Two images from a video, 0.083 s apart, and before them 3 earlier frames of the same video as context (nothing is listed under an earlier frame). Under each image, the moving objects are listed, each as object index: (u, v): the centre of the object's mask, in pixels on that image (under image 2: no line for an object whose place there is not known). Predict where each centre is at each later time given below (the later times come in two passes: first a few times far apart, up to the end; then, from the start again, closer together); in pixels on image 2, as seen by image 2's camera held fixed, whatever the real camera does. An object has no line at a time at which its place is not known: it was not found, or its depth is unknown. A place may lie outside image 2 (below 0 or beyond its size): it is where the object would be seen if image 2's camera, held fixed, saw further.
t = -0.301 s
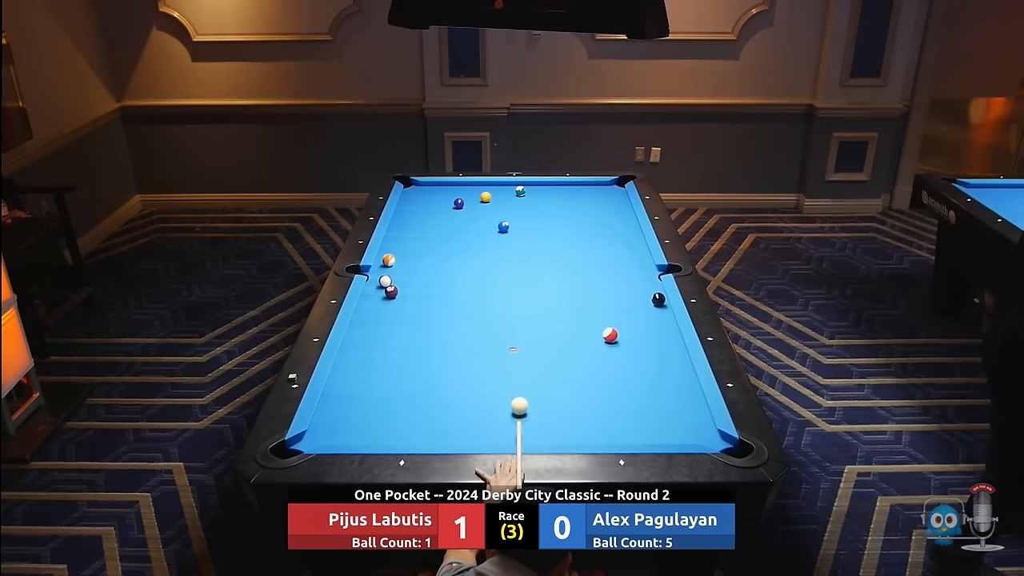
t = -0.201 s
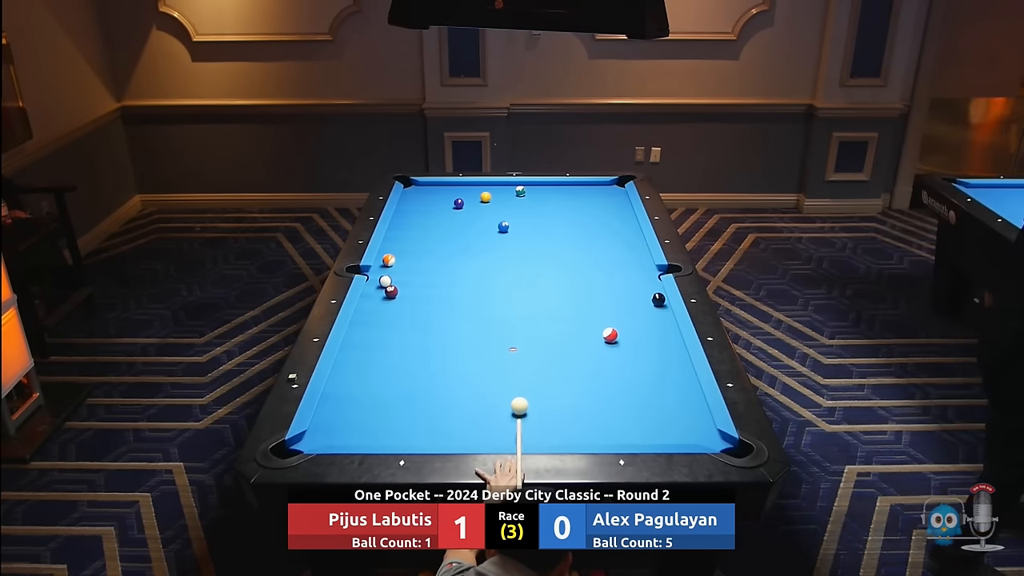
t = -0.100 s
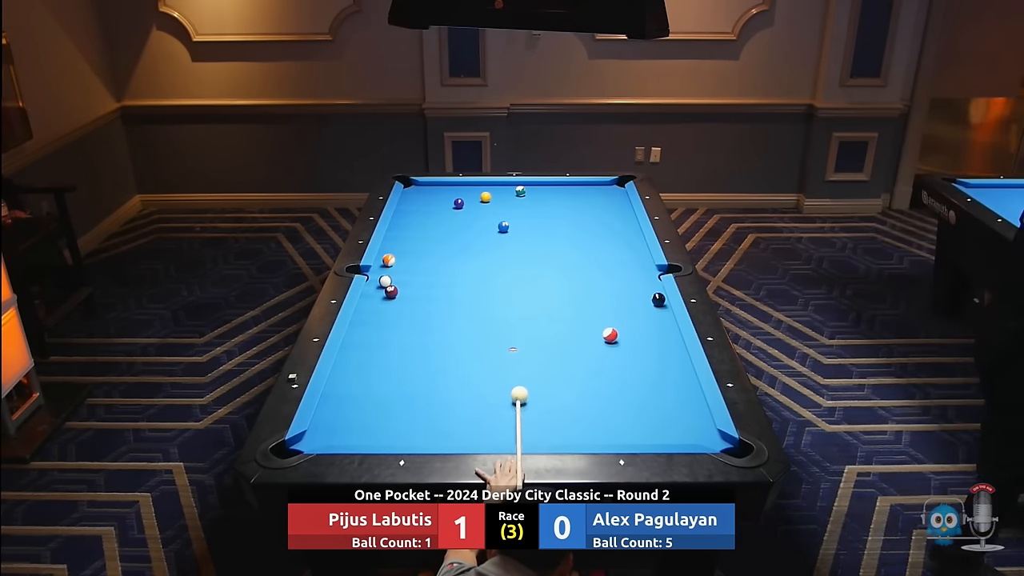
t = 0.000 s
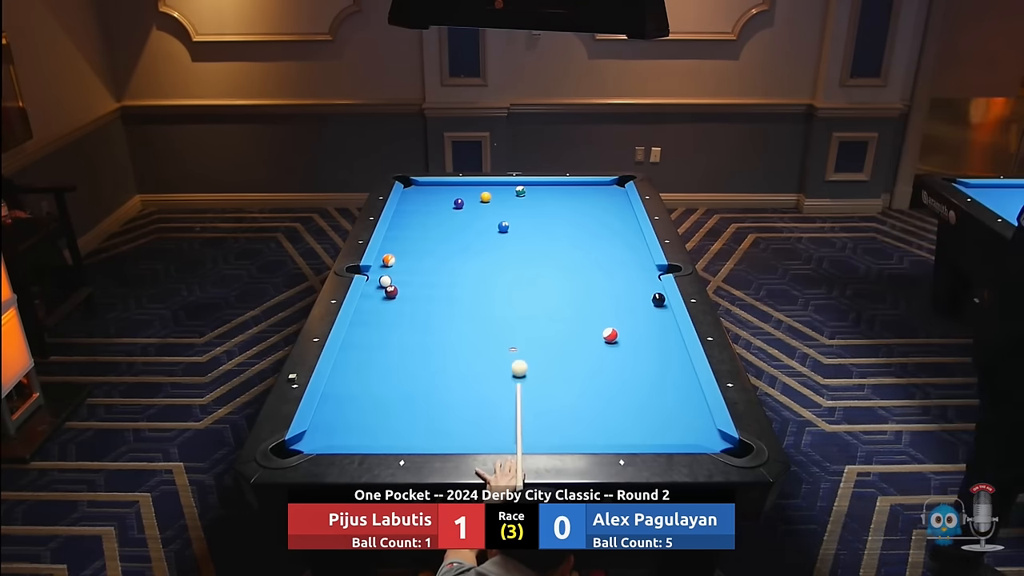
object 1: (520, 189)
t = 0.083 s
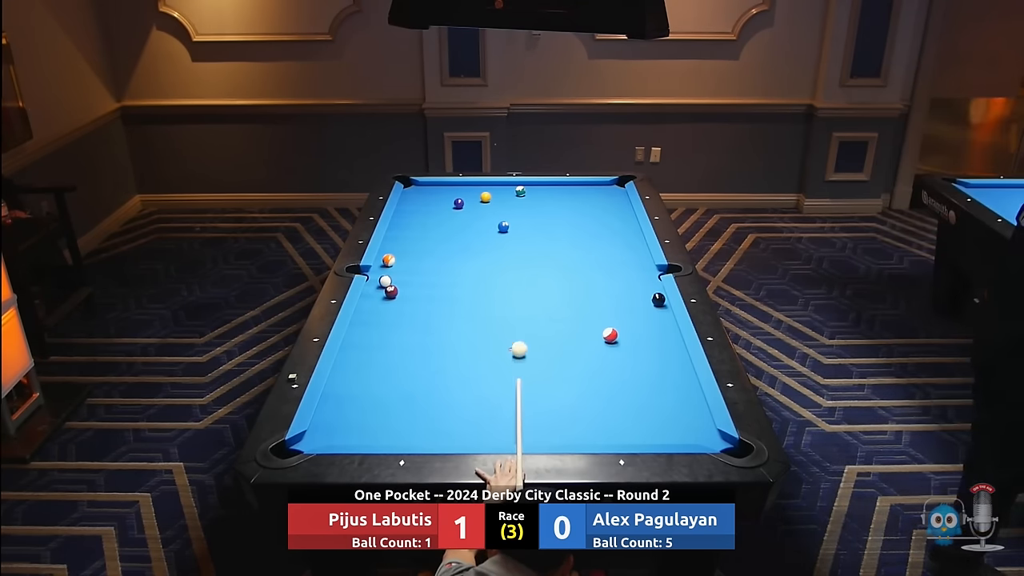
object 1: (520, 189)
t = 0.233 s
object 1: (520, 189)
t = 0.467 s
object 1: (520, 189)
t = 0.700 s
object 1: (520, 189)
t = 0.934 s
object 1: (520, 189)
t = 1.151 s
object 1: (520, 189)
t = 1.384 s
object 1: (529, 185)
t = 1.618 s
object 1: (535, 193)
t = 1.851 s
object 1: (541, 203)
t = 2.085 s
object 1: (547, 211)
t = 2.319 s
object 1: (553, 220)
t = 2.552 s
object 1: (559, 230)
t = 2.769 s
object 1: (565, 239)
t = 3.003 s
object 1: (571, 248)
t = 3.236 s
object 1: (578, 259)
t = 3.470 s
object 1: (585, 268)
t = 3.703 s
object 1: (591, 277)
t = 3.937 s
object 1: (597, 287)
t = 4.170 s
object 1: (604, 297)
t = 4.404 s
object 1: (610, 307)
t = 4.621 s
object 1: (616, 317)
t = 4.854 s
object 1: (622, 327)
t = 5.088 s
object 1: (627, 337)
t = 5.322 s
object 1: (633, 347)
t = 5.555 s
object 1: (639, 356)
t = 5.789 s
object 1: (645, 365)
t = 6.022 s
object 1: (650, 374)
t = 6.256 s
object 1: (656, 383)
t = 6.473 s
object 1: (660, 389)
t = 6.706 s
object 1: (665, 398)
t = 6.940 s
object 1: (669, 404)
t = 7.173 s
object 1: (673, 410)
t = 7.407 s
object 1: (677, 416)
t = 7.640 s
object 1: (681, 420)
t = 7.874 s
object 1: (684, 424)
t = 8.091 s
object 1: (686, 428)
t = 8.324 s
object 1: (688, 430)
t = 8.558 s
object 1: (689, 431)
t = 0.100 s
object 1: (520, 189)
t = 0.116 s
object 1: (520, 189)
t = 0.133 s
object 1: (520, 189)
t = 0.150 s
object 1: (520, 189)
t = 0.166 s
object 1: (520, 189)
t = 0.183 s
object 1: (520, 189)
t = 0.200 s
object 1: (520, 189)
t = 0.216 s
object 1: (520, 189)
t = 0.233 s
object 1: (520, 189)
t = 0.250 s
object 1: (520, 189)
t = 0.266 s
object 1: (520, 189)
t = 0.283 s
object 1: (520, 189)
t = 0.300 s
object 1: (520, 189)
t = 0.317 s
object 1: (520, 189)
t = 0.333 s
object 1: (520, 189)
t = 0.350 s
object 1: (520, 189)
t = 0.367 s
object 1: (520, 189)
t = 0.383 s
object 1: (520, 189)
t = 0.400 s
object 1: (520, 189)
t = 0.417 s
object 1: (520, 189)
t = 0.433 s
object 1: (520, 189)
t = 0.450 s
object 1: (520, 189)
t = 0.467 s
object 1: (520, 189)
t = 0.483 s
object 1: (520, 189)
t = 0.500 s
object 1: (520, 189)
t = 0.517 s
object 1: (520, 189)
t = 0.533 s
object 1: (520, 189)
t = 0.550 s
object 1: (520, 189)
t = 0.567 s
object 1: (520, 189)
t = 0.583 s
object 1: (520, 189)
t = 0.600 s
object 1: (520, 189)
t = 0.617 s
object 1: (520, 189)
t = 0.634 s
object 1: (520, 189)
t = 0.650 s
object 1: (520, 189)
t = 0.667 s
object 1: (520, 189)
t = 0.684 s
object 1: (520, 189)
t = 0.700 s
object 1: (520, 189)
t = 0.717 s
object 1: (520, 189)
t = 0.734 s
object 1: (520, 189)
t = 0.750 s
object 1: (520, 189)
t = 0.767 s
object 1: (520, 189)
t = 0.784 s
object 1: (520, 189)
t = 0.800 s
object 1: (520, 189)
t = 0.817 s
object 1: (520, 189)
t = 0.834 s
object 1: (520, 189)
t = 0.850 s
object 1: (520, 189)
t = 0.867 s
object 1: (520, 189)
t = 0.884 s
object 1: (520, 189)
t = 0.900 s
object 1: (520, 189)
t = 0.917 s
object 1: (520, 189)
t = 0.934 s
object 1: (520, 189)
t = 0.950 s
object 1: (520, 189)
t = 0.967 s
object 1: (520, 189)
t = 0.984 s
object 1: (520, 189)
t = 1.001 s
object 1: (520, 189)
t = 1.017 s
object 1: (520, 189)
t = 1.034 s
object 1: (520, 190)
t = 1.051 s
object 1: (520, 189)
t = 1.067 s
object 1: (520, 189)
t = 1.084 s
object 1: (520, 189)
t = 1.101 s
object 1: (520, 189)
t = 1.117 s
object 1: (520, 189)
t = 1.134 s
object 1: (520, 189)
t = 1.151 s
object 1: (520, 189)
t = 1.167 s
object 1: (521, 188)
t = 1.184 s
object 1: (521, 188)
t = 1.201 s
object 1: (521, 188)
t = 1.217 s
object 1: (522, 188)
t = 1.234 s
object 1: (522, 187)
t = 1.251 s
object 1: (523, 187)
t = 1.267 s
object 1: (524, 186)
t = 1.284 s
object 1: (525, 185)
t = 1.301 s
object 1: (526, 184)
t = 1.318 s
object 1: (527, 183)
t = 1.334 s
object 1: (527, 183)
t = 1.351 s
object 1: (528, 183)
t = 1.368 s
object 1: (528, 184)
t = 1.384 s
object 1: (529, 185)
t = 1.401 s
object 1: (530, 185)
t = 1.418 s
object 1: (530, 186)
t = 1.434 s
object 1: (531, 187)
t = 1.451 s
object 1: (531, 188)
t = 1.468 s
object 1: (531, 188)
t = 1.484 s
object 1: (531, 188)
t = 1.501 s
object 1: (532, 189)
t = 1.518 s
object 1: (532, 189)
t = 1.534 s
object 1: (533, 190)
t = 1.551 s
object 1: (533, 191)
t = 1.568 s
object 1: (534, 192)
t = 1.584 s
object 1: (534, 193)
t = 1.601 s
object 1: (535, 193)
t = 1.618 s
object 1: (535, 193)
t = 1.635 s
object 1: (535, 194)
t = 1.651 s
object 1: (536, 194)
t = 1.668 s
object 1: (536, 195)
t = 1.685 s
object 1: (537, 196)
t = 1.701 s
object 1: (538, 197)
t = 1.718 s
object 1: (538, 197)
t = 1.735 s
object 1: (538, 198)
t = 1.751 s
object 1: (538, 198)
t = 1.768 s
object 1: (539, 198)
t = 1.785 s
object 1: (539, 199)
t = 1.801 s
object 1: (539, 200)
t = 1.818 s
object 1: (540, 201)
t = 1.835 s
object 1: (540, 202)
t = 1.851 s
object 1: (541, 203)
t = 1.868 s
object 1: (541, 203)
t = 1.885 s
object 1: (542, 203)
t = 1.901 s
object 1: (542, 204)
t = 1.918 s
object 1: (543, 204)
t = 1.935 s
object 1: (543, 205)
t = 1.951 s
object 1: (544, 206)
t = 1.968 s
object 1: (544, 207)
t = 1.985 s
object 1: (544, 208)
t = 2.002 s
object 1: (545, 208)
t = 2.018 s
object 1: (545, 208)
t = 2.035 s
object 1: (546, 209)
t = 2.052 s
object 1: (546, 210)
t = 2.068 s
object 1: (546, 211)
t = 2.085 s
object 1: (547, 211)
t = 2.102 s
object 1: (547, 212)
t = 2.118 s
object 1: (548, 213)
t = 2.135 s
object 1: (548, 214)
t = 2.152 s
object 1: (549, 214)
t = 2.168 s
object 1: (549, 214)
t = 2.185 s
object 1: (550, 215)
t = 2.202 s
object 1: (550, 215)
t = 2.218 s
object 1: (551, 216)
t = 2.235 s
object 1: (551, 217)
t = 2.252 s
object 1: (552, 218)
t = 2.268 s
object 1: (552, 219)
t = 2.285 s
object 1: (552, 220)
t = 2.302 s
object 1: (552, 220)
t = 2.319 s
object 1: (553, 220)
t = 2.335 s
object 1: (553, 221)
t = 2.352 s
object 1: (554, 222)
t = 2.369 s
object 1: (554, 222)
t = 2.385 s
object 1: (555, 223)
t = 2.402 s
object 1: (555, 224)
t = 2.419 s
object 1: (556, 225)
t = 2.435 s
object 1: (556, 225)
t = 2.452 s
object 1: (556, 226)
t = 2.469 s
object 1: (557, 226)
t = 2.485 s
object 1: (557, 227)
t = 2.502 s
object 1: (558, 227)
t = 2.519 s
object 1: (558, 228)
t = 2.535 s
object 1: (559, 229)
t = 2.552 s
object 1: (559, 230)
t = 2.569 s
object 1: (560, 231)
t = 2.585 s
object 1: (560, 231)
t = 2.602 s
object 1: (561, 232)
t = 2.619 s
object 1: (561, 232)
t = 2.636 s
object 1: (561, 233)
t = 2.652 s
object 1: (562, 233)
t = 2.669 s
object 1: (562, 234)
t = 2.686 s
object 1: (562, 235)
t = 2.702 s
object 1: (563, 236)
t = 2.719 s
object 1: (563, 237)
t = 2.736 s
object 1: (564, 238)
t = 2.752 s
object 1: (564, 238)
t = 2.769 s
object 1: (565, 239)
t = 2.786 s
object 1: (565, 239)
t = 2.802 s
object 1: (566, 240)
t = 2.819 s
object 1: (566, 240)
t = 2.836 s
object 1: (567, 241)
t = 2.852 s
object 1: (567, 241)
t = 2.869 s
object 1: (568, 242)
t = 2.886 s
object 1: (568, 243)
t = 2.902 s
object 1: (569, 244)
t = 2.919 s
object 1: (569, 245)
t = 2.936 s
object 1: (569, 245)
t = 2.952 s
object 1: (570, 246)
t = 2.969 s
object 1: (570, 247)
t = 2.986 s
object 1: (571, 248)
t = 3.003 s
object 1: (571, 248)
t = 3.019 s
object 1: (572, 249)
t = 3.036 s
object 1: (572, 250)
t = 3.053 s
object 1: (573, 251)
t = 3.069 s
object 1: (574, 252)
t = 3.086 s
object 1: (574, 252)
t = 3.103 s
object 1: (574, 253)
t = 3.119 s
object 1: (575, 253)
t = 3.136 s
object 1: (575, 254)
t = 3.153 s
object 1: (576, 254)
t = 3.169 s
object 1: (576, 255)
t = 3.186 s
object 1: (577, 256)
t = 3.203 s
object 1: (578, 257)
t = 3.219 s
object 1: (578, 258)
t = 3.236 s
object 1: (578, 259)
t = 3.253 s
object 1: (579, 259)
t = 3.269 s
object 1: (579, 260)
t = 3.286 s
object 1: (579, 261)
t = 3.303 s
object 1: (580, 261)
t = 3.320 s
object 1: (580, 262)
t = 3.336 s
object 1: (581, 262)
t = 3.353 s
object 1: (581, 263)
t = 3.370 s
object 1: (582, 264)
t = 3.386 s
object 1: (582, 265)
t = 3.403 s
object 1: (583, 266)
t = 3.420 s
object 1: (583, 266)
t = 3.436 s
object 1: (584, 267)
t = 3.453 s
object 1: (584, 268)
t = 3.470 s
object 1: (585, 268)
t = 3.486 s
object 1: (585, 269)
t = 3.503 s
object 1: (586, 269)
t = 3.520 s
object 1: (586, 270)
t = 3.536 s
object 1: (587, 271)
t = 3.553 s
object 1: (587, 271)
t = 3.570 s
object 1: (588, 272)
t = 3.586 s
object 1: (588, 273)
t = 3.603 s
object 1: (589, 274)
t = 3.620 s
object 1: (589, 275)
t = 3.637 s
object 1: (589, 276)
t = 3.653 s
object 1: (590, 276)
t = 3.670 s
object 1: (590, 277)
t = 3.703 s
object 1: (591, 277)
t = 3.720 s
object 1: (591, 278)
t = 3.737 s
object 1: (592, 278)
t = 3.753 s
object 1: (592, 279)
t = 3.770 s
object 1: (593, 280)
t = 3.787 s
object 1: (593, 281)
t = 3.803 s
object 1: (594, 282)
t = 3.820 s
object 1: (594, 283)
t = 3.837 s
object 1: (594, 284)
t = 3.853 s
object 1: (595, 284)
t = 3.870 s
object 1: (595, 285)
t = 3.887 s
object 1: (596, 285)
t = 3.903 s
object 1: (596, 286)
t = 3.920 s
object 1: (597, 287)
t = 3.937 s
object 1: (597, 287)
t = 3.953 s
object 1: (598, 288)
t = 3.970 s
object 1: (598, 289)
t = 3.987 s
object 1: (599, 290)
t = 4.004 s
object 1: (599, 290)
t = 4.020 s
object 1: (600, 291)
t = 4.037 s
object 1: (600, 292)
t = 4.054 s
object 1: (601, 293)
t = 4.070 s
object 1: (601, 294)
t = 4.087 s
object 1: (601, 294)
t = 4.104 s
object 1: (602, 295)
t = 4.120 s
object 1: (602, 295)
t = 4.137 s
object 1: (603, 296)
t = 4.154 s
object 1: (603, 297)
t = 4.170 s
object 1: (604, 297)
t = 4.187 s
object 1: (604, 298)
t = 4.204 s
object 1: (605, 299)
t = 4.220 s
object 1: (605, 300)
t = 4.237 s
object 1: (606, 301)
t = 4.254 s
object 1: (606, 302)
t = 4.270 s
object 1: (607, 302)
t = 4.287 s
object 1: (607, 303)
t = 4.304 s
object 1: (607, 304)
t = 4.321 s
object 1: (608, 304)
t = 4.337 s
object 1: (608, 305)
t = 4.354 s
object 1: (609, 305)
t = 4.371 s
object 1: (609, 306)
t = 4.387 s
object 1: (610, 307)
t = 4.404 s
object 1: (610, 307)
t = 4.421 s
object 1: (611, 308)
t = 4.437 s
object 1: (611, 309)
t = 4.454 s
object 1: (612, 310)
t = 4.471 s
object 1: (612, 311)
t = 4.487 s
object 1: (612, 312)
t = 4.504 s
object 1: (613, 312)
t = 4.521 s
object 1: (613, 313)
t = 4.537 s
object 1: (614, 313)
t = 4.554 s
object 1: (614, 314)
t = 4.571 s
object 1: (615, 315)
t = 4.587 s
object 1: (615, 315)
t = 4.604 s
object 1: (615, 316)
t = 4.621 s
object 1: (616, 317)
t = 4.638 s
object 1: (616, 317)
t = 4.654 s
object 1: (617, 318)
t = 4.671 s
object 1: (617, 319)
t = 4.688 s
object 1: (618, 320)
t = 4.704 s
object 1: (618, 321)
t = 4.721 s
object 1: (619, 321)
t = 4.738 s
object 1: (619, 322)
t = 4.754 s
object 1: (620, 323)
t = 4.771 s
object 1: (620, 324)
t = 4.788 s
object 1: (621, 325)
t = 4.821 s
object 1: (621, 325)
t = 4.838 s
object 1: (621, 326)
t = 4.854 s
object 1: (622, 327)
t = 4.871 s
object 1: (622, 327)
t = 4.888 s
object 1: (623, 328)
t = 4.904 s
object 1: (623, 329)
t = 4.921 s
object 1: (624, 330)
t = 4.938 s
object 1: (624, 331)
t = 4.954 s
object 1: (625, 331)
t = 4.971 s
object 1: (625, 332)
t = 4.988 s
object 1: (625, 333)
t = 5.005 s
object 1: (625, 333)
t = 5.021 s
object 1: (626, 334)
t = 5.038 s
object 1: (626, 335)
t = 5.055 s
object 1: (626, 335)
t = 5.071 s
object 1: (627, 336)
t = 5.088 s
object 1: (627, 337)
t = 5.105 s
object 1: (628, 338)
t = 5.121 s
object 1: (628, 338)
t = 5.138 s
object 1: (628, 339)
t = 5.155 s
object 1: (629, 340)
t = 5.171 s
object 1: (629, 340)
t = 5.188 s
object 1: (630, 341)
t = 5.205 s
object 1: (630, 342)
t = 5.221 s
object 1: (631, 343)
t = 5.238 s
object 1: (631, 344)
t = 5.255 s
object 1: (632, 344)
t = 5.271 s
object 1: (632, 345)
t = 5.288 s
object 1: (632, 346)
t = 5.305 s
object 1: (633, 346)
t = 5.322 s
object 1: (633, 347)
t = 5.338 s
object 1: (634, 348)
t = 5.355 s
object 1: (634, 348)
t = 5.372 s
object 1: (635, 349)
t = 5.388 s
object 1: (635, 349)
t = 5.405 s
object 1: (635, 350)
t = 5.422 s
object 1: (636, 351)
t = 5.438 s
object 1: (636, 351)
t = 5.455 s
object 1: (637, 352)
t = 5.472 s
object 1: (637, 352)
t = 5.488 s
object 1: (638, 353)
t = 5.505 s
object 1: (638, 354)
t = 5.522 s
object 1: (639, 355)
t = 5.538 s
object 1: (639, 356)
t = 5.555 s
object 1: (639, 356)
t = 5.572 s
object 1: (640, 357)
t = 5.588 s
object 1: (640, 358)
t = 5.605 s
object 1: (641, 358)
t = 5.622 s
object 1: (641, 359)
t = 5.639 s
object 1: (641, 359)
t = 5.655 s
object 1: (642, 360)
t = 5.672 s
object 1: (642, 361)
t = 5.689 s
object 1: (642, 361)
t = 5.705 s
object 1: (643, 362)
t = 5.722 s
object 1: (643, 362)
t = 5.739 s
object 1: (643, 363)
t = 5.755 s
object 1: (644, 364)
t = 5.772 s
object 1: (645, 364)
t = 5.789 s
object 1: (645, 365)
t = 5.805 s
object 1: (645, 366)
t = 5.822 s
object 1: (646, 366)
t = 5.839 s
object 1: (646, 367)
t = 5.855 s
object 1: (647, 368)
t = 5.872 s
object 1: (647, 369)
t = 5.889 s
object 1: (647, 370)
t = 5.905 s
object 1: (648, 370)
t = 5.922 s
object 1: (648, 371)
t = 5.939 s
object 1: (649, 371)
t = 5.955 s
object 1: (649, 372)
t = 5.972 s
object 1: (649, 372)
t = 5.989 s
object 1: (650, 373)
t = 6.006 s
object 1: (650, 374)
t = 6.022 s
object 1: (650, 374)
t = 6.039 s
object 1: (651, 375)
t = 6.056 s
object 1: (651, 375)
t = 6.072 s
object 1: (652, 376)
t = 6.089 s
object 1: (652, 376)
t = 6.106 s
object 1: (652, 377)
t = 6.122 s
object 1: (653, 378)
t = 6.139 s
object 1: (653, 378)
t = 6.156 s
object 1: (654, 379)
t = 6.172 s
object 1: (654, 379)
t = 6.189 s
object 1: (654, 380)
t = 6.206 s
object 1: (654, 381)
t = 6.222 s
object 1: (655, 382)
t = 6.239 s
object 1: (655, 382)
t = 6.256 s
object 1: (656, 383)
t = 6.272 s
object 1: (656, 383)
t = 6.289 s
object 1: (656, 384)
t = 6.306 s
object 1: (657, 385)
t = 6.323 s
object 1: (657, 385)
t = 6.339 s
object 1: (657, 386)
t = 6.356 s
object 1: (657, 386)
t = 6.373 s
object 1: (658, 386)
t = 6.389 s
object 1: (658, 387)
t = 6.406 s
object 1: (658, 387)
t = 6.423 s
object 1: (659, 388)
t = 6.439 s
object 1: (659, 388)
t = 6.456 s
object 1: (660, 389)
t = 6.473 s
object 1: (660, 389)
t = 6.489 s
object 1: (660, 390)
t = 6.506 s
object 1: (661, 390)
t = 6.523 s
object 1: (661, 391)
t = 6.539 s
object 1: (661, 391)
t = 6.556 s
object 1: (662, 392)
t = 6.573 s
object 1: (662, 393)
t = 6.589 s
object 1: (662, 393)
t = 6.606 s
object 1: (663, 394)
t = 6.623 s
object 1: (663, 395)
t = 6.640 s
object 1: (664, 395)
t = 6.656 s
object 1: (664, 396)
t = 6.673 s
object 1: (664, 396)
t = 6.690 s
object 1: (665, 397)
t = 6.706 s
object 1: (665, 398)
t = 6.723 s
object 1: (665, 398)
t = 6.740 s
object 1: (665, 399)
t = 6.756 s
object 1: (666, 399)
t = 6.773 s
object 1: (666, 399)
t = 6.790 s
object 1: (666, 400)
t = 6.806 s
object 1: (667, 400)
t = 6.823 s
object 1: (667, 401)
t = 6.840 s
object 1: (667, 401)
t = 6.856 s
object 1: (667, 402)
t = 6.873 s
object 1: (668, 402)
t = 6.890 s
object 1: (668, 403)
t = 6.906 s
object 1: (668, 403)
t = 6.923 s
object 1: (669, 403)
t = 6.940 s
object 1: (669, 404)
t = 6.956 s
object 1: (669, 404)
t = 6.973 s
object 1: (670, 405)
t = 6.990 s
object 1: (670, 405)
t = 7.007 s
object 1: (670, 406)
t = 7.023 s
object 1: (671, 406)
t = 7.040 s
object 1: (671, 407)
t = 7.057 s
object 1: (671, 407)
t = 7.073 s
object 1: (672, 407)
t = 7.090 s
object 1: (672, 408)
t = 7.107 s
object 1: (672, 408)
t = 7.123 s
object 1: (673, 409)
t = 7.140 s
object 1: (673, 409)
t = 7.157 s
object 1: (673, 410)
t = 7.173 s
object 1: (673, 410)
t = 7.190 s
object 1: (674, 411)
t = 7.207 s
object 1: (674, 411)
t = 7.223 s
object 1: (674, 411)
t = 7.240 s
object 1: (674, 412)
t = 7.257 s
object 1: (675, 412)
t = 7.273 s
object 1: (675, 413)
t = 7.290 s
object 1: (675, 413)
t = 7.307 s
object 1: (676, 414)
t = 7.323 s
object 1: (676, 414)
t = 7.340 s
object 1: (676, 414)
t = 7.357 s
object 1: (676, 415)
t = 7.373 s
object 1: (677, 415)
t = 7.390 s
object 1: (677, 415)
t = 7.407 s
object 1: (677, 416)
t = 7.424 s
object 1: (677, 416)
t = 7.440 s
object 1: (677, 416)
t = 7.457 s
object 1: (678, 417)
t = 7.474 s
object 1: (678, 417)
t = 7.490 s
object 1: (678, 418)
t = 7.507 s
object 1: (679, 418)
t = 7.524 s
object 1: (679, 418)
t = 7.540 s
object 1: (679, 419)
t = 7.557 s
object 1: (679, 419)
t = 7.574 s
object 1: (680, 419)
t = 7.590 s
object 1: (680, 420)
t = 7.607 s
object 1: (680, 420)
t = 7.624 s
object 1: (680, 420)
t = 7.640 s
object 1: (681, 420)
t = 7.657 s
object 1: (681, 421)
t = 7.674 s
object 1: (681, 421)
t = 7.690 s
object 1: (681, 421)
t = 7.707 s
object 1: (681, 421)
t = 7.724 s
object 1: (682, 422)
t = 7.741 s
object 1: (682, 422)
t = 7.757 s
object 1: (682, 422)
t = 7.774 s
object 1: (682, 423)
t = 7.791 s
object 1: (683, 423)
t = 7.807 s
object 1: (683, 423)
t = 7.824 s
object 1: (683, 424)
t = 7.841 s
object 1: (683, 424)
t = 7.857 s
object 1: (684, 424)
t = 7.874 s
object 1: (684, 424)
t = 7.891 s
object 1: (684, 425)
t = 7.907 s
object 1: (684, 425)
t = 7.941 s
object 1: (685, 425)
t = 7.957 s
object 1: (685, 425)
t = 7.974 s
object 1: (685, 426)
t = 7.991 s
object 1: (685, 426)
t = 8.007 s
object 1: (686, 426)
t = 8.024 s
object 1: (686, 427)
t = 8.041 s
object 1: (686, 427)
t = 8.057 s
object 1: (686, 427)
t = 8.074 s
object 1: (686, 428)
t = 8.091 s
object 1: (686, 428)
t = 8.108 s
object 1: (686, 428)
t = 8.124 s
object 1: (686, 428)
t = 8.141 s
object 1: (686, 428)
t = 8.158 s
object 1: (687, 428)
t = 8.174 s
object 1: (687, 429)
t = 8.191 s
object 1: (687, 429)
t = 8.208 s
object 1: (687, 429)
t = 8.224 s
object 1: (687, 429)
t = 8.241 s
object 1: (687, 429)
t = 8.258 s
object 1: (688, 430)
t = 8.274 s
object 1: (688, 430)
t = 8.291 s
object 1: (688, 430)
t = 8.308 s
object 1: (688, 430)
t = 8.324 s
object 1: (688, 430)
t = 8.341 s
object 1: (688, 430)
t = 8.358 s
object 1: (688, 430)
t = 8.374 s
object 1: (688, 431)
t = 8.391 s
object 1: (688, 431)
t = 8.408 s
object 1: (689, 431)
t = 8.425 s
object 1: (689, 431)
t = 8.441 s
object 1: (689, 431)
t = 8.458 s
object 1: (689, 431)
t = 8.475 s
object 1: (689, 431)
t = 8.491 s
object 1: (689, 431)
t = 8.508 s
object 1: (689, 431)
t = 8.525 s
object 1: (689, 431)
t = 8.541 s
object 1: (689, 431)
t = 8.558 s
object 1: (689, 431)
